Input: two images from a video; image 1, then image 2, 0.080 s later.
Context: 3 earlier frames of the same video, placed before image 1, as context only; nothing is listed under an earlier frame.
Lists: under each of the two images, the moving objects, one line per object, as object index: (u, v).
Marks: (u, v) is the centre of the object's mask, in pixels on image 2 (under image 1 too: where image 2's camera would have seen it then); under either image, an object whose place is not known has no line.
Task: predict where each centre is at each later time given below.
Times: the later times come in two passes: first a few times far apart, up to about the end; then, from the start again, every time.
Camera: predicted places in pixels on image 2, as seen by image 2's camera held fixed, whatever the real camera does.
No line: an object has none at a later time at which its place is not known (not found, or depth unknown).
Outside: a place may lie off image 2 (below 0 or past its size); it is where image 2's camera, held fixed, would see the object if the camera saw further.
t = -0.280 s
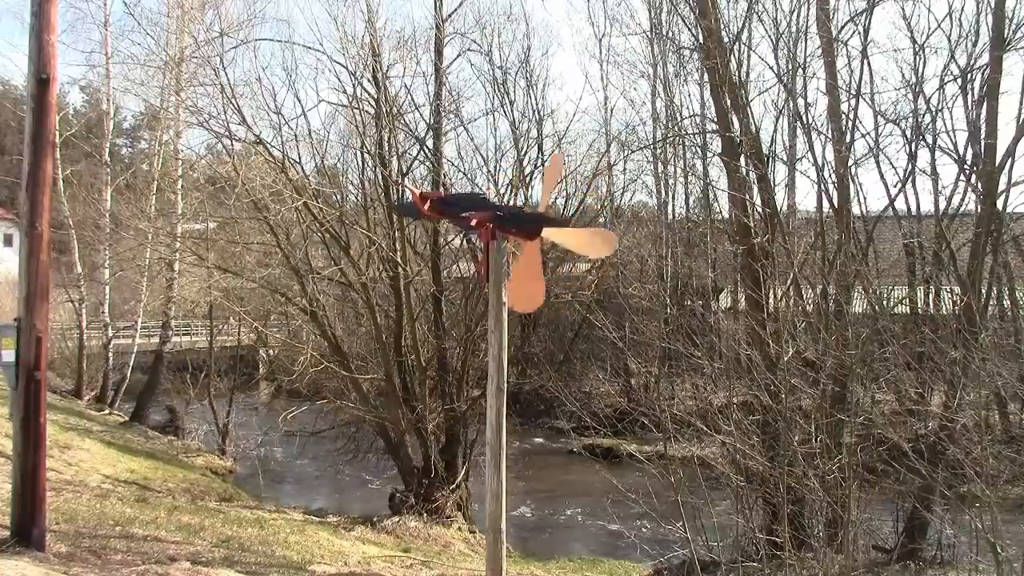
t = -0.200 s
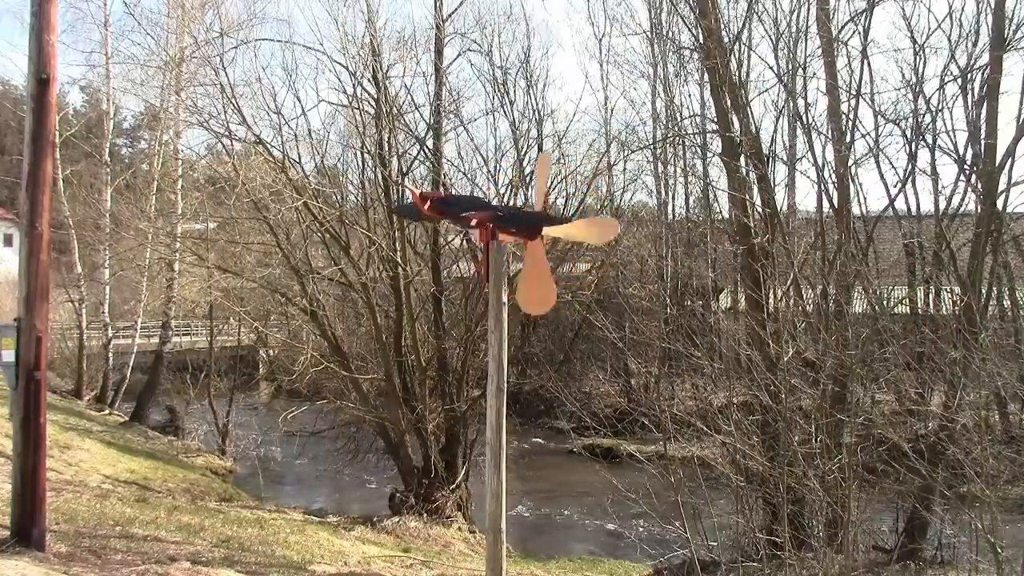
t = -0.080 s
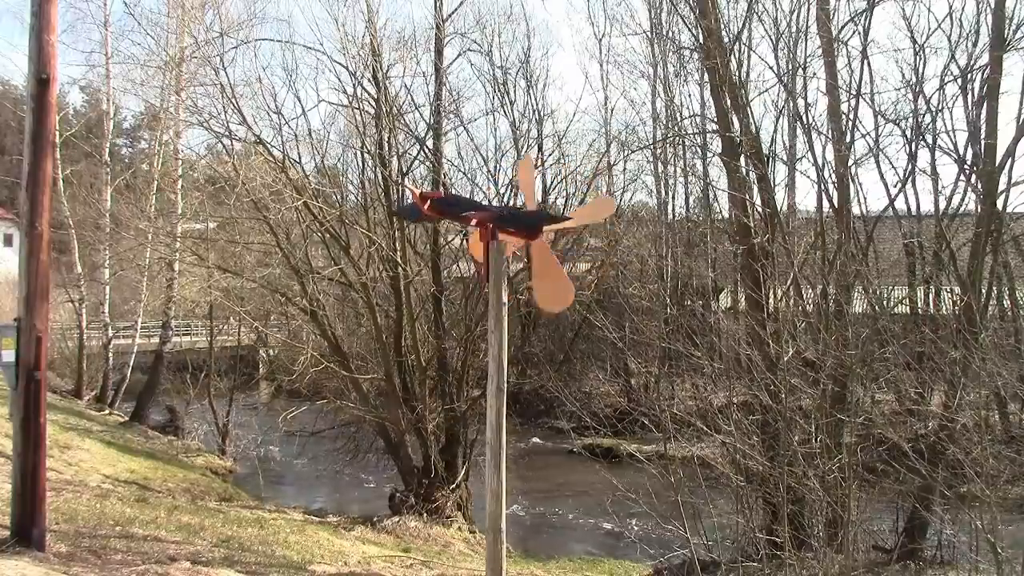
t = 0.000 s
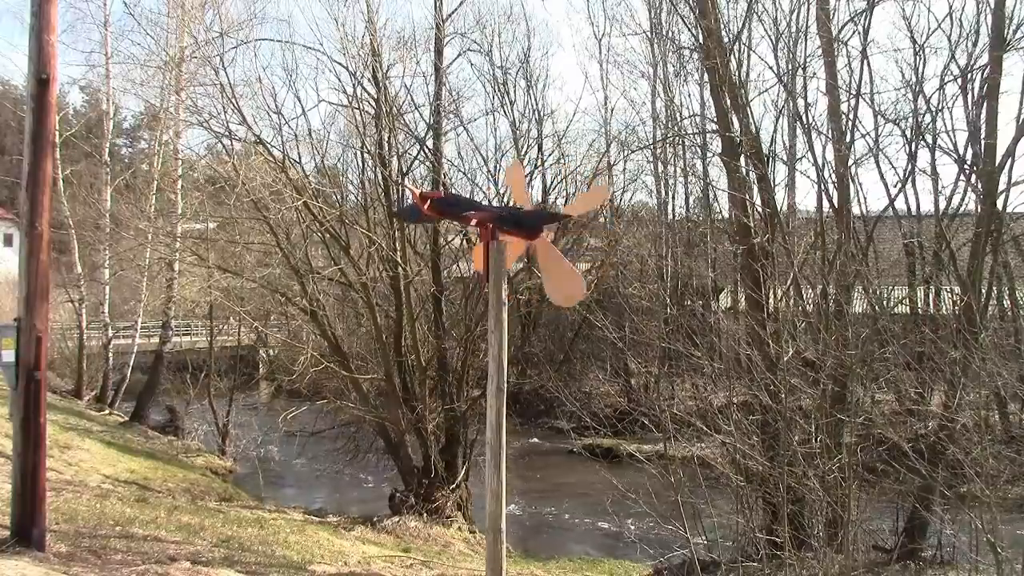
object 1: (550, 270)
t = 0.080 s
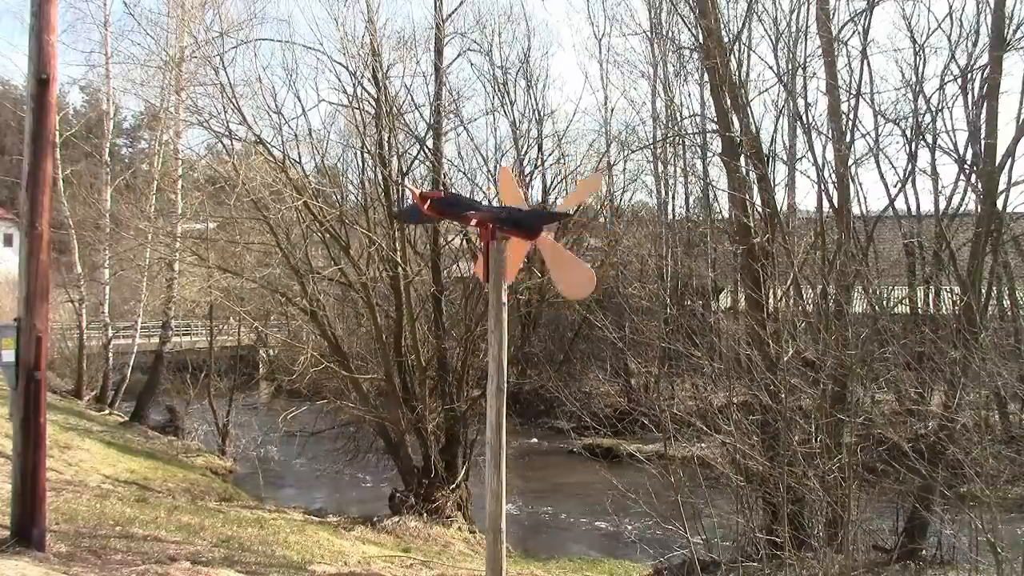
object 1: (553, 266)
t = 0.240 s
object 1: (558, 255)
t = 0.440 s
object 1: (550, 260)
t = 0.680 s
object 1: (556, 250)
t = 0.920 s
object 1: (549, 253)
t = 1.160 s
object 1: (558, 246)
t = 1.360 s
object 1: (558, 241)
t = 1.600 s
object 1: (554, 246)
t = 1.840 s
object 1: (557, 245)
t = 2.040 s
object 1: (540, 262)
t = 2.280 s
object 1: (554, 263)
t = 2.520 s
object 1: (552, 269)
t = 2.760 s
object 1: (556, 248)
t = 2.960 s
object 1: (539, 261)
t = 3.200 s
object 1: (554, 261)
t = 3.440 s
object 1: (556, 251)
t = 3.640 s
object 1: (543, 266)
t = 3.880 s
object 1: (554, 242)
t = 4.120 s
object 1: (558, 242)
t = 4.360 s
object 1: (560, 249)
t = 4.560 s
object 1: (541, 262)
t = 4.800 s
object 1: (553, 269)
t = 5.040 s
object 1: (546, 263)
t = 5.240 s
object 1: (557, 251)
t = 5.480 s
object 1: (553, 246)
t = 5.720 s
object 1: (548, 245)
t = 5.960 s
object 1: (544, 264)
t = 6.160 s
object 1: (556, 259)
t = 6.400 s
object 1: (555, 251)
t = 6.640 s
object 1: (558, 247)
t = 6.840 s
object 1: (559, 248)
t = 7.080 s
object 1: (552, 269)
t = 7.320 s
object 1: (550, 270)
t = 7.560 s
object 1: (553, 239)
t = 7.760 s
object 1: (553, 237)
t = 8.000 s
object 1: (557, 254)
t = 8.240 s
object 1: (557, 253)
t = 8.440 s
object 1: (553, 242)
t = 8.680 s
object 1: (560, 248)
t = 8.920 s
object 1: (553, 267)
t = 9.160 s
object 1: (551, 268)
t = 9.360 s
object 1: (552, 243)
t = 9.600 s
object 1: (555, 246)
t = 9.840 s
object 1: (550, 271)
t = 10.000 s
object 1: (548, 262)
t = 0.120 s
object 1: (554, 264)
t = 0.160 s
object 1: (556, 250)
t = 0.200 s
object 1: (556, 247)
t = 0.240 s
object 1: (558, 255)
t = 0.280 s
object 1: (558, 250)
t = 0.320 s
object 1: (541, 264)
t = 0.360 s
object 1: (544, 265)
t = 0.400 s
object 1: (548, 262)
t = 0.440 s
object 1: (550, 260)
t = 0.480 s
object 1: (554, 262)
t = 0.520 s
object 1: (558, 258)
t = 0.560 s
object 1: (557, 255)
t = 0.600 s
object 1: (550, 270)
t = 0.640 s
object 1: (557, 251)
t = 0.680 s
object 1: (556, 250)
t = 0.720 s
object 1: (555, 251)
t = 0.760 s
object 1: (558, 258)
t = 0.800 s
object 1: (541, 265)
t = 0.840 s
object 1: (544, 263)
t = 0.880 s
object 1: (549, 263)
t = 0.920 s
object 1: (549, 253)
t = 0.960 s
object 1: (549, 248)
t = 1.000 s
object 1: (551, 246)
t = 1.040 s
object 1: (552, 243)
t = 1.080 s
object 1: (554, 241)
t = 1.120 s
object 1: (552, 240)
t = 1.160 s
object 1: (558, 246)
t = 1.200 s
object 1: (557, 246)
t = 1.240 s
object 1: (555, 247)
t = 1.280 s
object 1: (554, 245)
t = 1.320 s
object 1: (557, 243)
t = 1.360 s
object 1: (558, 241)
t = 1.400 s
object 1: (546, 250)
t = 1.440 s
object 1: (547, 250)
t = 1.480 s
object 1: (548, 246)
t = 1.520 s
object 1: (550, 246)
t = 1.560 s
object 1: (552, 246)
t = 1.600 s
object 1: (554, 246)
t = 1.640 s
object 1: (560, 249)
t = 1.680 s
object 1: (561, 247)
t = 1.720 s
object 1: (559, 246)
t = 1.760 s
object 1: (559, 245)
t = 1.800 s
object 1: (557, 246)
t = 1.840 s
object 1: (557, 245)
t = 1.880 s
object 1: (556, 245)
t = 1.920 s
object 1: (554, 246)
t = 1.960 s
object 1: (553, 246)
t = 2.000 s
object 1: (538, 264)
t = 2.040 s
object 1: (540, 262)
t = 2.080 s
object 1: (542, 263)
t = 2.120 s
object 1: (545, 262)
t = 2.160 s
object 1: (547, 264)
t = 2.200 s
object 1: (550, 263)
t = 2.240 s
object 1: (550, 260)
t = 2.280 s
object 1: (554, 263)
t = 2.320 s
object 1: (555, 262)
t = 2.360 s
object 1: (558, 261)
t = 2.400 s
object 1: (559, 259)
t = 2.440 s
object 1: (562, 259)
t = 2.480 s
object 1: (550, 270)
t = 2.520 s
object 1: (552, 269)
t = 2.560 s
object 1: (552, 268)
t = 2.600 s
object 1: (553, 266)
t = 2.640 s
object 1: (558, 251)
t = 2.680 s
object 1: (554, 264)
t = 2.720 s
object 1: (557, 249)
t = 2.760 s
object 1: (556, 248)
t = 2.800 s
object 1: (556, 248)
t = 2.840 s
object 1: (555, 250)
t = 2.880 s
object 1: (557, 253)
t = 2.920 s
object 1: (559, 251)
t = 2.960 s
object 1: (539, 261)
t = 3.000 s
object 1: (542, 265)
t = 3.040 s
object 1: (543, 262)
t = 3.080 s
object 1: (547, 263)
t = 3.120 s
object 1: (549, 263)
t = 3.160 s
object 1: (551, 263)
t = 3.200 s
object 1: (554, 261)
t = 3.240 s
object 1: (556, 259)
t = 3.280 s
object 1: (559, 259)
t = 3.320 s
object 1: (558, 254)
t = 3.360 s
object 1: (550, 270)
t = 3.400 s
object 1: (557, 252)
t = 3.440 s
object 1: (556, 251)
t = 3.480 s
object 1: (556, 250)
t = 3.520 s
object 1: (555, 250)
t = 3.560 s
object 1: (558, 258)
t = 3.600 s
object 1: (560, 254)
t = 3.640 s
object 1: (543, 266)
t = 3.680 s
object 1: (547, 266)
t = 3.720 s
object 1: (547, 254)
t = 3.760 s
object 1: (549, 250)
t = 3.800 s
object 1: (551, 248)
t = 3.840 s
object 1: (553, 246)
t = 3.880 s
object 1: (554, 242)
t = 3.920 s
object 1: (552, 240)
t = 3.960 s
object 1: (559, 246)
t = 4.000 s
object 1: (557, 247)
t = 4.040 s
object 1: (555, 248)
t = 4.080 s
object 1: (556, 246)
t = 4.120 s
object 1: (558, 242)
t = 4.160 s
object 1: (545, 251)
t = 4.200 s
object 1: (546, 247)
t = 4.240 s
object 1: (549, 247)
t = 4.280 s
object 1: (550, 243)
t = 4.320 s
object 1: (551, 242)
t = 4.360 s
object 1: (560, 249)
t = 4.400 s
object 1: (559, 246)
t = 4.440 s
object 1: (557, 247)
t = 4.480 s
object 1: (555, 246)
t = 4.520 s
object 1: (554, 247)
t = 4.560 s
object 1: (541, 262)
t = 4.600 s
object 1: (546, 264)
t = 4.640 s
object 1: (549, 262)
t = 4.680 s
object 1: (554, 262)
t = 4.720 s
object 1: (558, 260)
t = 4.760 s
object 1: (555, 276)
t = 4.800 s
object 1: (553, 269)
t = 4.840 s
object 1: (553, 265)
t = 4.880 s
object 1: (557, 250)
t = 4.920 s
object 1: (557, 258)
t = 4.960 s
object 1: (560, 254)
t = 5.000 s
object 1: (541, 262)
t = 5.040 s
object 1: (546, 263)
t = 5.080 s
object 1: (550, 259)
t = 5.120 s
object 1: (555, 260)
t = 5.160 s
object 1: (557, 254)
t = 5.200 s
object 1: (558, 254)
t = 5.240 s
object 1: (557, 251)
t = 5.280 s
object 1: (555, 251)
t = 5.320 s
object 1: (558, 255)
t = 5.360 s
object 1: (544, 267)
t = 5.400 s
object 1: (546, 252)
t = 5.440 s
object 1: (550, 245)
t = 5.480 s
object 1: (553, 246)
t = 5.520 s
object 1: (554, 240)
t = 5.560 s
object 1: (559, 247)
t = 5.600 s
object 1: (556, 246)
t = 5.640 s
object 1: (555, 245)
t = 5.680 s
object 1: (546, 262)
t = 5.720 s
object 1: (548, 245)
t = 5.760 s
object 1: (550, 245)
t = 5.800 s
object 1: (560, 249)
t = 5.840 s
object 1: (559, 245)
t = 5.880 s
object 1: (556, 246)
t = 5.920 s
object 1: (554, 247)
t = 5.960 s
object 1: (544, 264)
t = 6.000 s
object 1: (551, 263)
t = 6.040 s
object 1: (558, 259)
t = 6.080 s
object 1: (552, 270)
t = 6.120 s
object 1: (558, 250)
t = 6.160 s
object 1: (556, 259)
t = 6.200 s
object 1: (559, 250)
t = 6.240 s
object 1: (546, 263)
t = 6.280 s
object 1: (552, 260)
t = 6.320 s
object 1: (557, 254)
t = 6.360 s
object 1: (557, 251)
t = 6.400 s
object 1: (555, 251)
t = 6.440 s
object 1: (556, 254)
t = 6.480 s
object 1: (546, 265)
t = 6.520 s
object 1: (548, 248)
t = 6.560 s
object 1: (551, 246)
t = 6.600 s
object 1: (553, 239)
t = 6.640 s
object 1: (558, 247)
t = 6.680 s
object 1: (555, 248)
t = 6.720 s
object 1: (546, 266)
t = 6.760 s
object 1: (550, 256)
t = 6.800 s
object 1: (550, 239)
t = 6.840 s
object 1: (559, 248)
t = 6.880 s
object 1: (557, 246)
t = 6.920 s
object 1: (553, 249)
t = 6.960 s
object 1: (542, 262)
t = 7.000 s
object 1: (549, 260)
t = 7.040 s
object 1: (558, 261)
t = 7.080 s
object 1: (552, 269)
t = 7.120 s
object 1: (553, 264)
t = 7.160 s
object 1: (558, 257)
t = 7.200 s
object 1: (541, 262)
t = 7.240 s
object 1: (550, 261)
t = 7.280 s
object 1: (557, 260)
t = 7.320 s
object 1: (550, 270)
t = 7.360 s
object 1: (551, 265)
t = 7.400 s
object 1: (558, 257)
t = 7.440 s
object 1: (546, 266)
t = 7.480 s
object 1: (553, 261)
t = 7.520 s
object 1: (554, 241)
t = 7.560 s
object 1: (553, 239)
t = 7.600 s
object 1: (557, 248)
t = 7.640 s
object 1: (555, 246)
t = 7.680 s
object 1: (549, 242)
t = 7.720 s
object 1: (552, 240)
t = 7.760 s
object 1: (553, 237)
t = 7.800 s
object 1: (559, 247)
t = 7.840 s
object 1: (554, 246)
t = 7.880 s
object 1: (541, 262)
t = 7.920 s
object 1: (550, 262)
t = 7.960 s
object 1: (558, 261)
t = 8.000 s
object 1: (557, 254)
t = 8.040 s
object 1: (553, 262)
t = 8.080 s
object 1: (557, 253)
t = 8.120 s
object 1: (543, 261)
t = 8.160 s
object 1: (552, 261)
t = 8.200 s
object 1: (557, 255)
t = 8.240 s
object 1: (557, 253)
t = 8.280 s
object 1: (555, 251)
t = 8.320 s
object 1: (542, 264)
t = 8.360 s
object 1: (550, 263)
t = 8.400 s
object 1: (552, 249)
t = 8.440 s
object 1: (553, 242)
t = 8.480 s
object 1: (559, 245)
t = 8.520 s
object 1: (555, 248)
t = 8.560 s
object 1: (558, 242)
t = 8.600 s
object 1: (546, 247)
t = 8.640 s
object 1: (550, 245)
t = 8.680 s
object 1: (560, 248)
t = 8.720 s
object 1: (556, 243)
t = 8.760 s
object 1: (538, 261)
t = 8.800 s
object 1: (550, 241)
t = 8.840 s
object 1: (550, 258)
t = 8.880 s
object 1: (545, 271)
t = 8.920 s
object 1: (553, 267)
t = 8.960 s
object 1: (556, 249)
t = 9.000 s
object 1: (560, 254)
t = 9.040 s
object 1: (547, 266)
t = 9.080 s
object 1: (553, 261)
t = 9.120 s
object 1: (558, 254)
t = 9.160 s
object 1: (551, 268)
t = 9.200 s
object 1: (555, 263)
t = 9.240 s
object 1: (540, 264)
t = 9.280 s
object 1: (550, 265)
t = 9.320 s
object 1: (550, 245)
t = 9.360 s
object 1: (552, 243)
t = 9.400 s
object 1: (552, 240)
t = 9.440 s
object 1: (556, 248)
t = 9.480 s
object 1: (555, 243)
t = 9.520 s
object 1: (549, 240)
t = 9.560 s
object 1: (550, 249)
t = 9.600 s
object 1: (555, 246)
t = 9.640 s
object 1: (551, 239)
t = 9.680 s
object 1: (555, 247)
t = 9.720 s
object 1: (539, 262)
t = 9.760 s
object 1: (548, 264)
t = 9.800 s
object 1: (556, 262)
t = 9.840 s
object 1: (550, 271)
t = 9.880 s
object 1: (553, 265)
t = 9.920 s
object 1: (556, 247)
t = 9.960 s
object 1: (539, 262)
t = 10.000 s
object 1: (548, 262)
